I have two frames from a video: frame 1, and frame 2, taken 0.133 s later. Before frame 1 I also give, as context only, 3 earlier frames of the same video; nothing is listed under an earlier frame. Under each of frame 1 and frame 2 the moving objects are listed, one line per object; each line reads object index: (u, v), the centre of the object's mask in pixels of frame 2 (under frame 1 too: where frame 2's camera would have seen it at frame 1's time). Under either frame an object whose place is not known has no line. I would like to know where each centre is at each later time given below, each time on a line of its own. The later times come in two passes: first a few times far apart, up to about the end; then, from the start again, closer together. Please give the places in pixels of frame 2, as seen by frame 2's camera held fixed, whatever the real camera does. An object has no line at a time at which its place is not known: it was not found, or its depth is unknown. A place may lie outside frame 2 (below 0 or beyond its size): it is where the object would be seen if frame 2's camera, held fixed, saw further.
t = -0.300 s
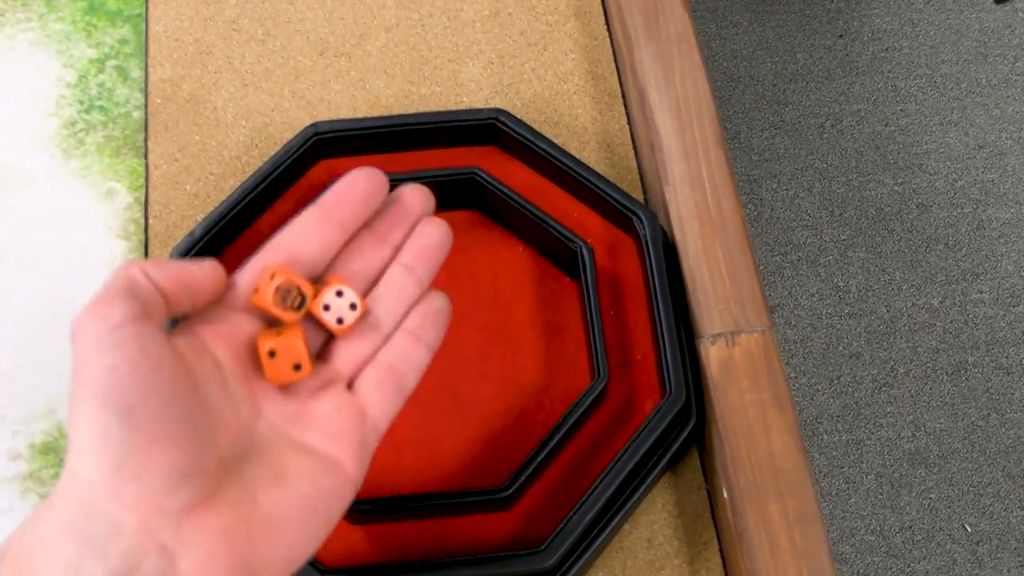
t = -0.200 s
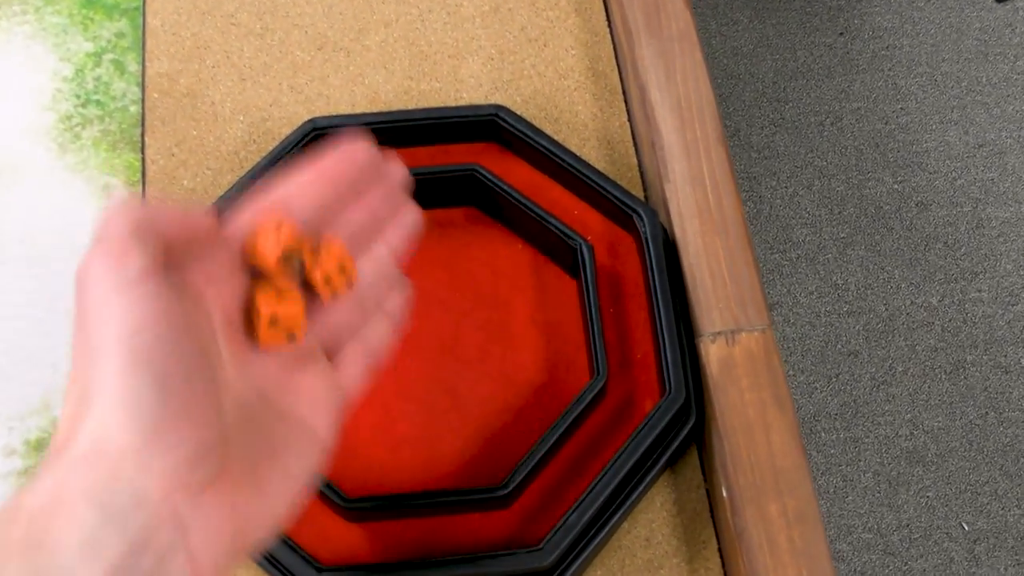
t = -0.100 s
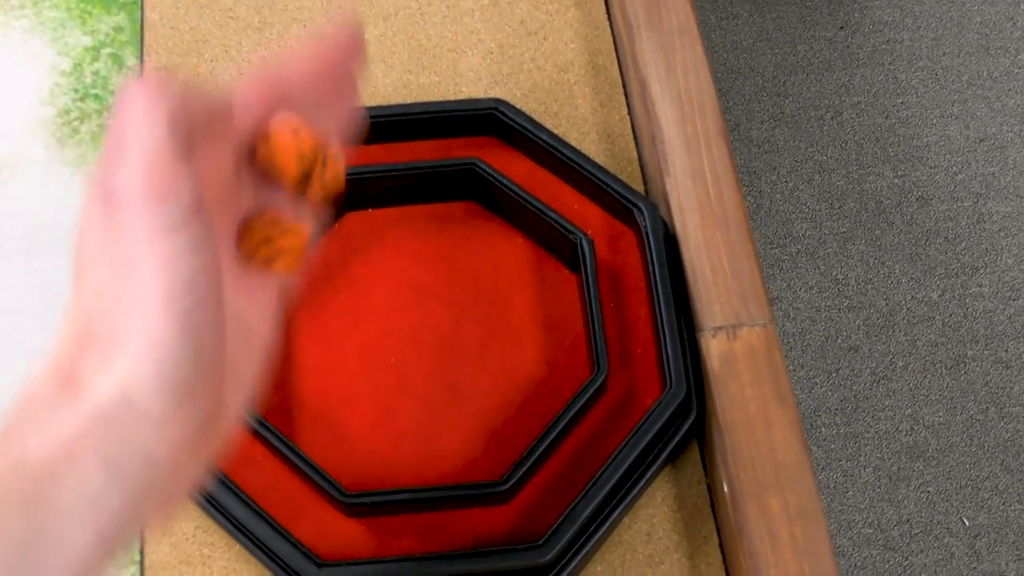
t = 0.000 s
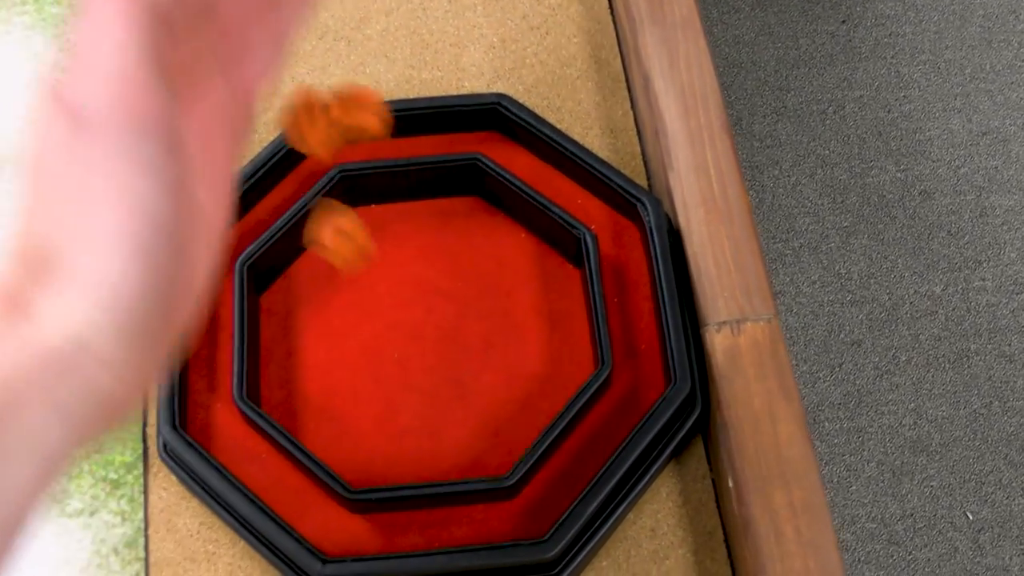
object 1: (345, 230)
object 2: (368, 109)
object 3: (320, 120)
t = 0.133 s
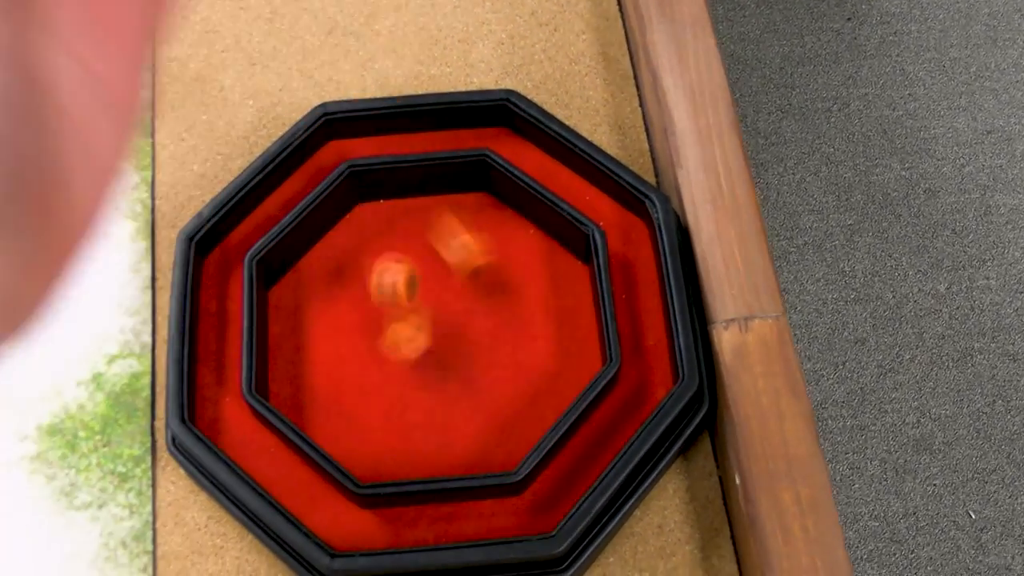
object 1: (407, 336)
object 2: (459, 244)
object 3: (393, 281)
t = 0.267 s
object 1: (310, 402)
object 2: (566, 280)
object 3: (371, 220)
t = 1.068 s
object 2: (550, 372)
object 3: (358, 223)
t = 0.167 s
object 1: (385, 350)
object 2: (495, 244)
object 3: (390, 261)
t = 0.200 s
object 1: (359, 369)
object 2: (535, 237)
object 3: (384, 240)
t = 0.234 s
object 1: (332, 387)
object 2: (563, 248)
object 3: (376, 226)
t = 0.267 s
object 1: (310, 402)
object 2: (566, 280)
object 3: (371, 220)
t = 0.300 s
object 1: (310, 396)
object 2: (571, 310)
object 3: (362, 220)
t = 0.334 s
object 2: (571, 329)
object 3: (357, 222)
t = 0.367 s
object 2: (570, 344)
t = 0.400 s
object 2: (574, 363)
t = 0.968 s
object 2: (550, 372)
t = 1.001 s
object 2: (550, 372)
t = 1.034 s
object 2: (549, 372)
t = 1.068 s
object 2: (550, 372)
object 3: (358, 223)
